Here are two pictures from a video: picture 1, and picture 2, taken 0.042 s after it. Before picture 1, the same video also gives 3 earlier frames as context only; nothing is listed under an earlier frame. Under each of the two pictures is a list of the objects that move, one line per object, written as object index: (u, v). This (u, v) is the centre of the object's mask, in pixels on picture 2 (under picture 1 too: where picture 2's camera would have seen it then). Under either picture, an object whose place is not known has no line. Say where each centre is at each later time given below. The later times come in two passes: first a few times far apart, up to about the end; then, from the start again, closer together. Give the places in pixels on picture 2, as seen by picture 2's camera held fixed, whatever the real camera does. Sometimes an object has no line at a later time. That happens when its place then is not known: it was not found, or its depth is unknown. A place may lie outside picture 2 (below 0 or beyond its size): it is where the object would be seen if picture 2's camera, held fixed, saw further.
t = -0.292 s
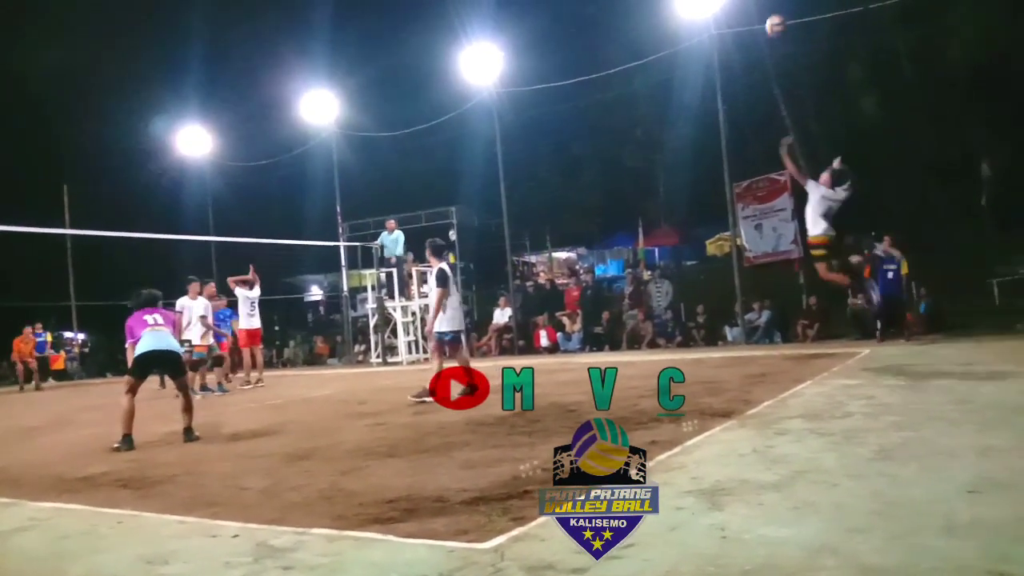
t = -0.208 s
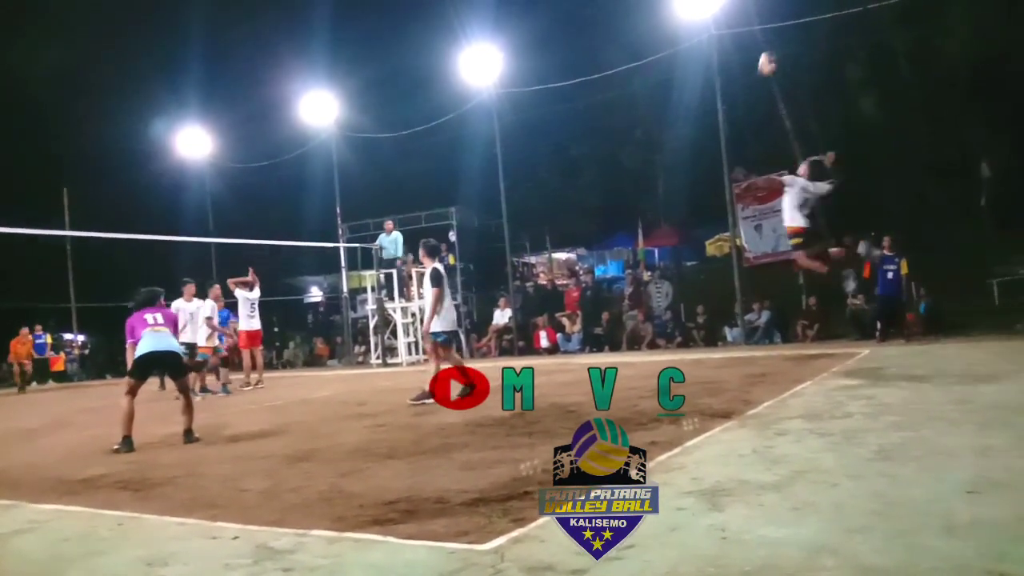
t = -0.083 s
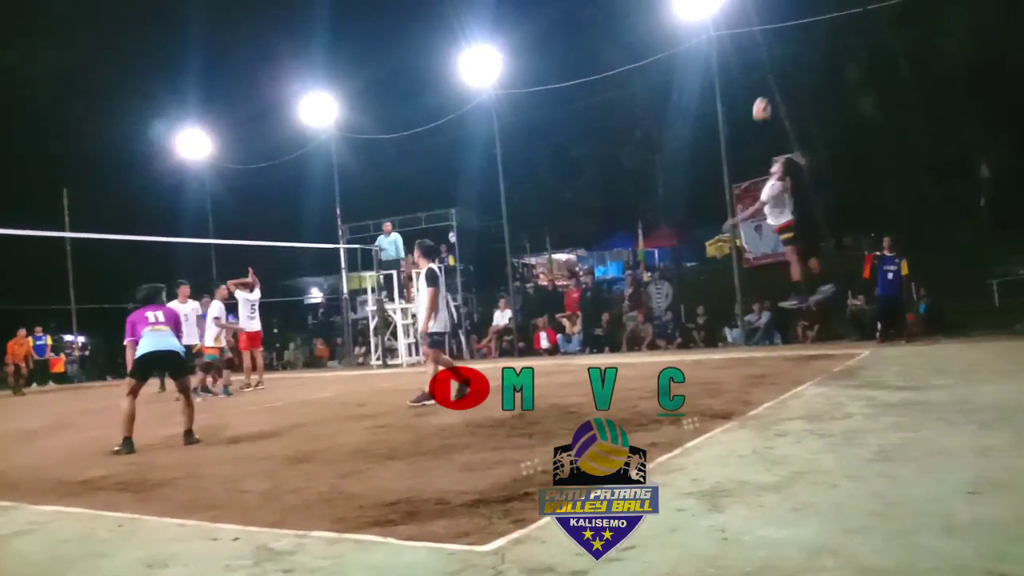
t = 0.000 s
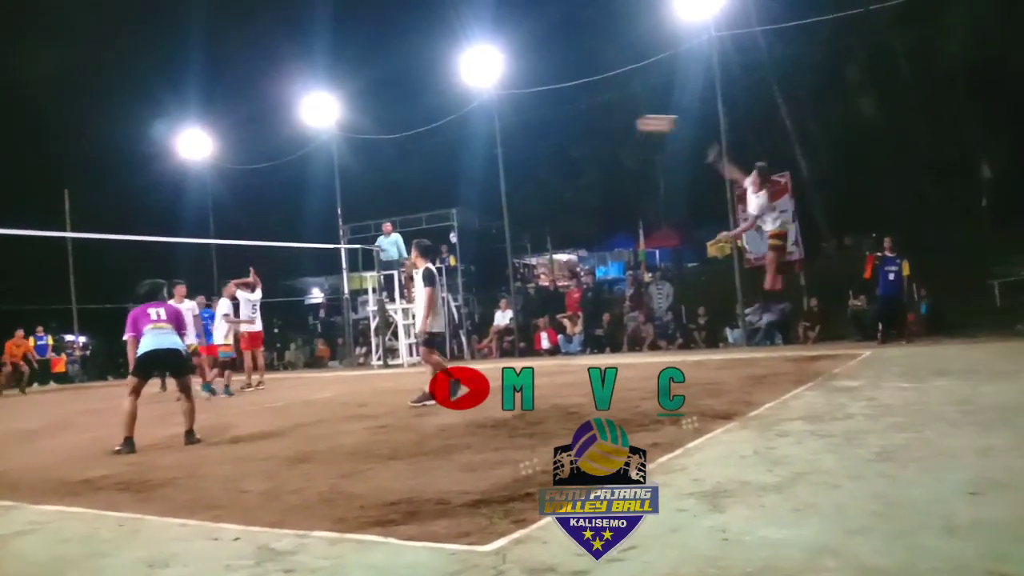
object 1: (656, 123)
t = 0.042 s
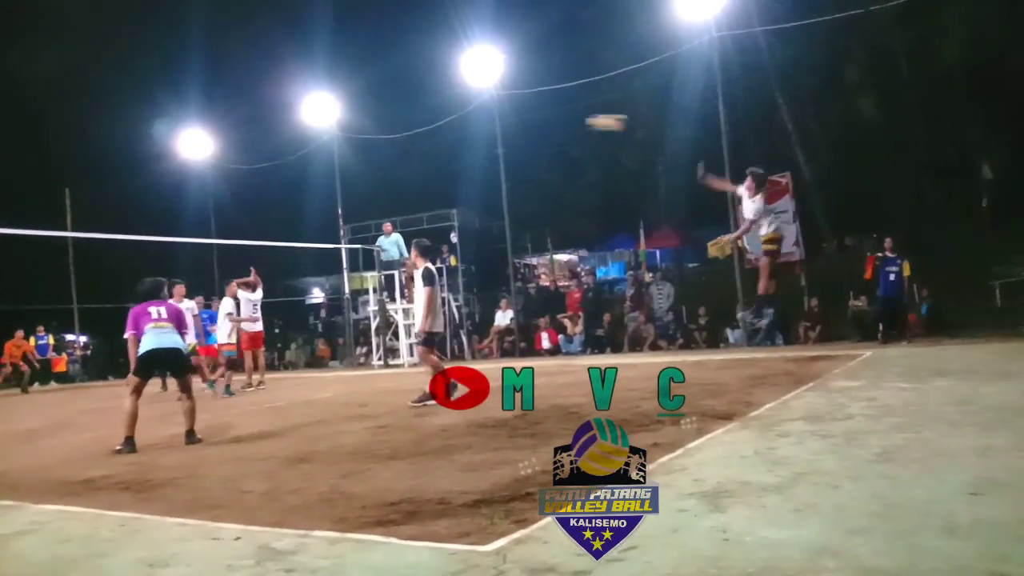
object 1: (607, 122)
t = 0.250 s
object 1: (342, 136)
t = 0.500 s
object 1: (103, 196)
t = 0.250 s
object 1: (342, 136)
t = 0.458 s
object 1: (134, 185)
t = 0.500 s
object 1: (103, 196)
